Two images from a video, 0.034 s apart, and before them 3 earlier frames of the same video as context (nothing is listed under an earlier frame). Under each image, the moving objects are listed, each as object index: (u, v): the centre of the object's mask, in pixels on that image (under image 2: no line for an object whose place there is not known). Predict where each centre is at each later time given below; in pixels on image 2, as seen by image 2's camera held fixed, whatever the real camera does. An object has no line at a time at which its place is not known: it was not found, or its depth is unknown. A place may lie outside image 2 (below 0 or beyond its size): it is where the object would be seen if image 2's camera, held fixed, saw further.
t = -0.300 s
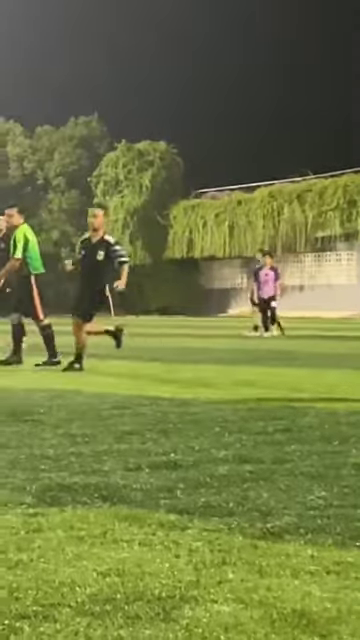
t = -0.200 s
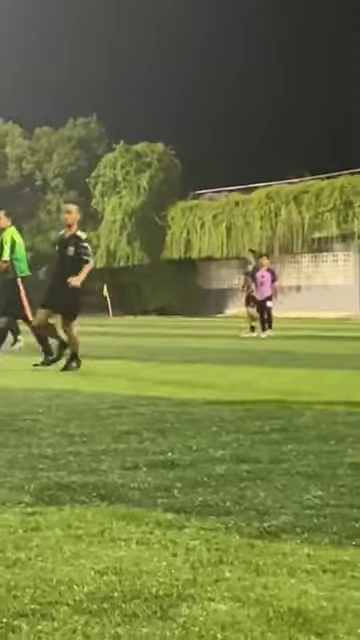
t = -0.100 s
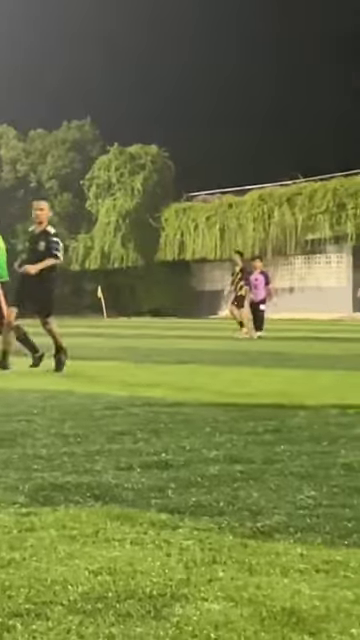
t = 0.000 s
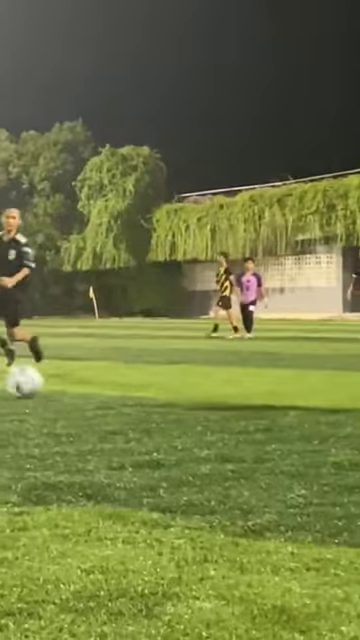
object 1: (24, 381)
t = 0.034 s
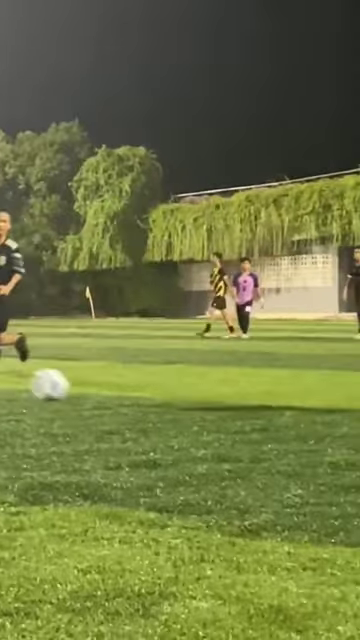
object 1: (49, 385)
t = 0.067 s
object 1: (78, 386)
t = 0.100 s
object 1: (105, 384)
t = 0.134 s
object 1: (133, 385)
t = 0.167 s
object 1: (162, 387)
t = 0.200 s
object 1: (192, 390)
